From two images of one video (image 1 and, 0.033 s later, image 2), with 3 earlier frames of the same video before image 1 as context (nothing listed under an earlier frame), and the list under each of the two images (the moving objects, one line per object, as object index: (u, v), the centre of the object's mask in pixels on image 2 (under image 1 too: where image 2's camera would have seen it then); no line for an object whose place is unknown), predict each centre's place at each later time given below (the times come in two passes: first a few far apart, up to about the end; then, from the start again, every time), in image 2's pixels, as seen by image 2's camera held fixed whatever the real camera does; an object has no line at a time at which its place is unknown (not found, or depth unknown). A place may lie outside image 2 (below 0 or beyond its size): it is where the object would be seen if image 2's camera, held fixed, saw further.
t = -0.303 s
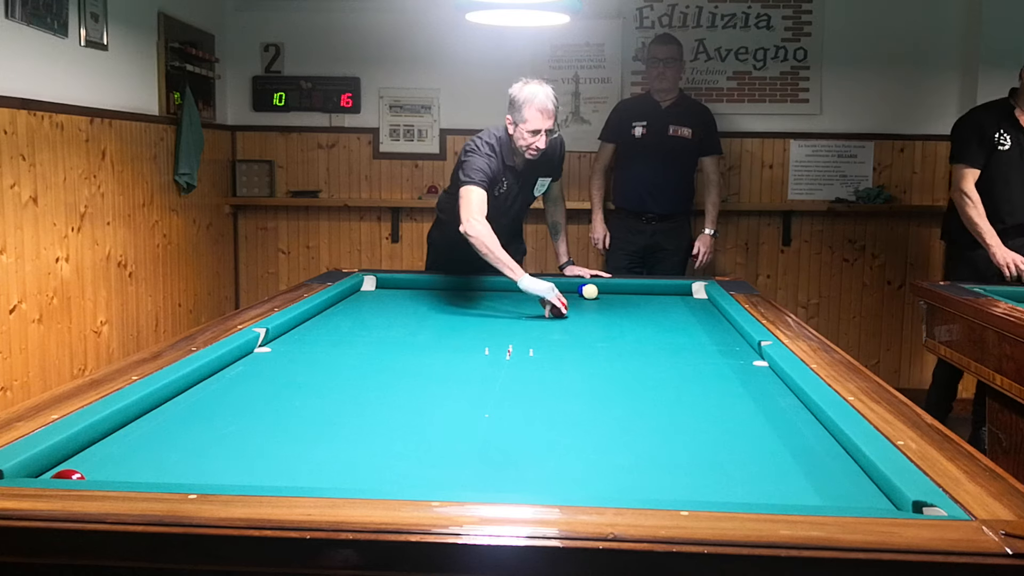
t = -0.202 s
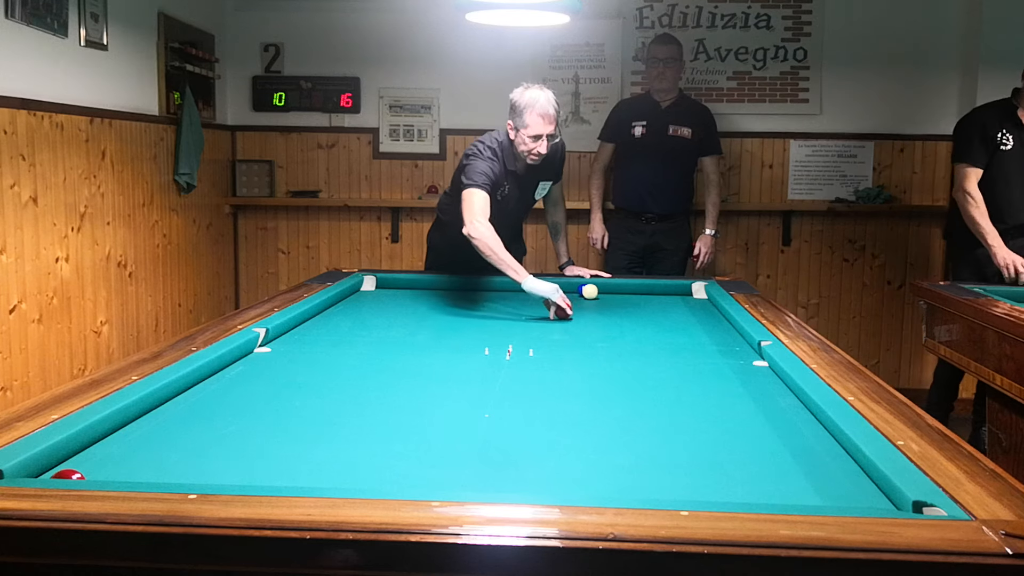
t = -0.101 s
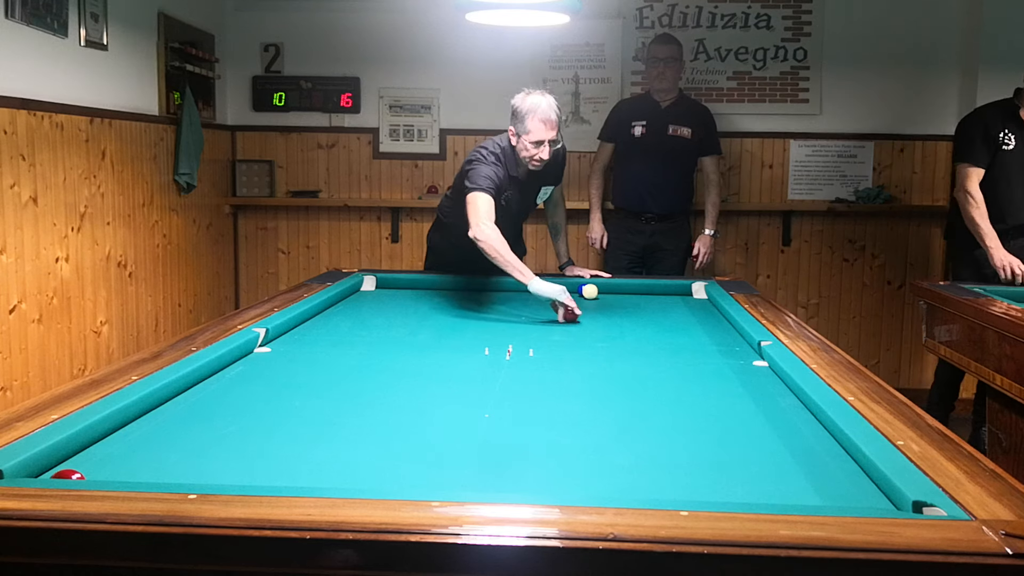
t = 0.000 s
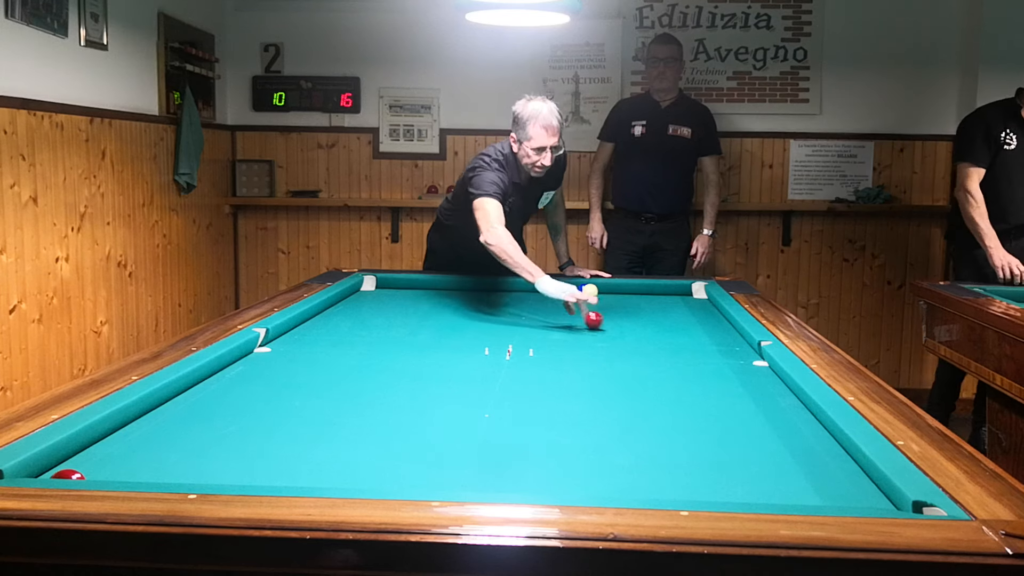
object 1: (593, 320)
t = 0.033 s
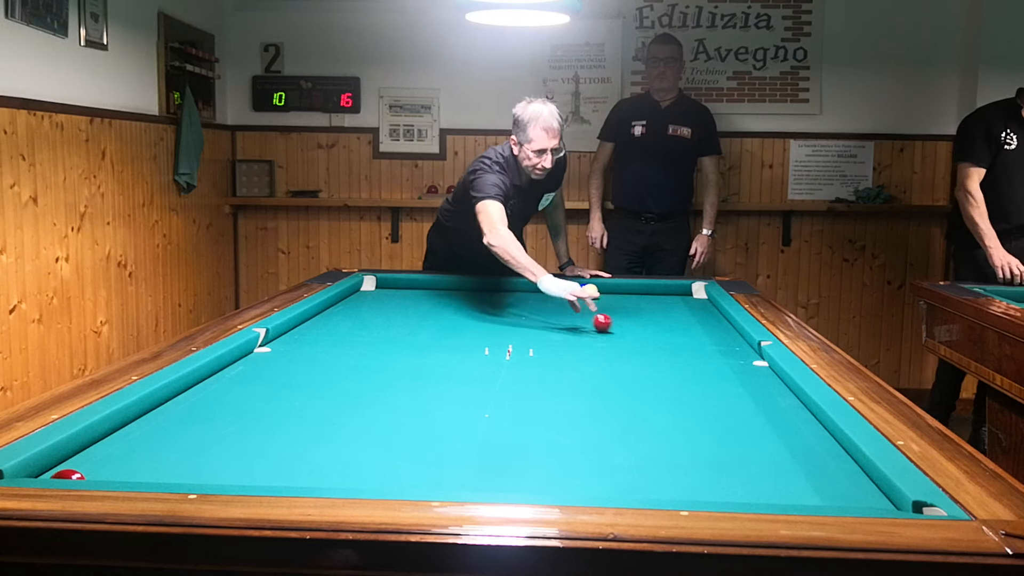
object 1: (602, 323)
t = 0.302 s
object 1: (679, 345)
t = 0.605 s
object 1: (757, 368)
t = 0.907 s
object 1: (722, 393)
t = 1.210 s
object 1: (687, 424)
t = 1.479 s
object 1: (648, 460)
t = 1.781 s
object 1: (587, 492)
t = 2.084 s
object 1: (492, 467)
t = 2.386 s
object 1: (417, 440)
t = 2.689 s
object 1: (355, 419)
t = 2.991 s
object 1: (302, 400)
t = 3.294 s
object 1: (257, 384)
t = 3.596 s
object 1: (222, 370)
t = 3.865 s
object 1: (268, 361)
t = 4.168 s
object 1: (311, 352)
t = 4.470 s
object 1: (350, 344)
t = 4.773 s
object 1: (383, 337)
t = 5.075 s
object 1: (414, 331)
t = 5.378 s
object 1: (441, 325)
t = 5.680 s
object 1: (465, 320)
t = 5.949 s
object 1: (484, 316)
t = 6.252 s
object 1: (505, 311)
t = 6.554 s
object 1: (523, 308)
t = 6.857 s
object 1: (539, 304)
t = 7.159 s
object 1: (555, 301)
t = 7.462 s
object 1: (569, 298)
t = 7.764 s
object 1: (582, 296)
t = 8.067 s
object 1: (595, 294)
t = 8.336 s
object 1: (605, 293)
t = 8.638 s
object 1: (616, 293)
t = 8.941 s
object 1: (626, 292)
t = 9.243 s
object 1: (635, 292)
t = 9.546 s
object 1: (643, 292)
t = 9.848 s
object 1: (650, 291)
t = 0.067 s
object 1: (611, 325)
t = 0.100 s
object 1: (621, 328)
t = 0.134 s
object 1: (630, 331)
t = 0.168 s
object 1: (640, 334)
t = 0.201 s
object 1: (649, 337)
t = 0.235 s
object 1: (659, 339)
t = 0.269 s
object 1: (669, 342)
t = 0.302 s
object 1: (679, 345)
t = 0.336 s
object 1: (689, 347)
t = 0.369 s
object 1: (699, 350)
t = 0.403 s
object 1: (709, 352)
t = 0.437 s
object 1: (720, 355)
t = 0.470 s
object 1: (730, 358)
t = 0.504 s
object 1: (740, 360)
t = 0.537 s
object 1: (751, 363)
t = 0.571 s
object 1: (761, 365)
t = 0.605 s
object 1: (757, 368)
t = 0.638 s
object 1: (752, 371)
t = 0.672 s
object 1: (747, 373)
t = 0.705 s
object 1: (743, 376)
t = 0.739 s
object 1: (739, 379)
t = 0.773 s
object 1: (736, 381)
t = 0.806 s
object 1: (733, 384)
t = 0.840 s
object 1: (729, 387)
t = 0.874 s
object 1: (726, 390)
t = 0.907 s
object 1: (722, 393)
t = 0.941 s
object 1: (719, 396)
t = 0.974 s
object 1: (715, 399)
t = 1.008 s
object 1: (712, 403)
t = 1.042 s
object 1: (708, 406)
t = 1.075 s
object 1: (704, 409)
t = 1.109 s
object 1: (700, 413)
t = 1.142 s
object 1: (696, 416)
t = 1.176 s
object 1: (691, 421)
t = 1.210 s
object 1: (687, 424)
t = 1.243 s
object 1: (683, 428)
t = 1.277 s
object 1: (678, 432)
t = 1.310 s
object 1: (673, 437)
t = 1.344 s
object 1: (669, 441)
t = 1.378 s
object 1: (663, 446)
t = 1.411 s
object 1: (658, 450)
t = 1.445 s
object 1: (653, 455)
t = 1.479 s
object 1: (648, 460)
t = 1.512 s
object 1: (642, 465)
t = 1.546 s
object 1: (636, 470)
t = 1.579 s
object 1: (630, 476)
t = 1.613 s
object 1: (623, 480)
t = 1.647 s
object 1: (617, 483)
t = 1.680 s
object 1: (610, 486)
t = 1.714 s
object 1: (603, 489)
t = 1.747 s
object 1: (596, 491)
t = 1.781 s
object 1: (587, 492)
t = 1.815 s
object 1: (575, 489)
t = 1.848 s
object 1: (563, 486)
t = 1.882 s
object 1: (552, 484)
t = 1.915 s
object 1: (541, 481)
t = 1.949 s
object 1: (531, 479)
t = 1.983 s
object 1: (521, 476)
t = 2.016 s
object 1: (511, 474)
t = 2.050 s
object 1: (501, 470)
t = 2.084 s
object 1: (492, 467)
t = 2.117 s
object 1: (483, 464)
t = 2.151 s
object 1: (474, 461)
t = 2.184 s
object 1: (465, 457)
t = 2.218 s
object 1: (457, 455)
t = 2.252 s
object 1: (448, 452)
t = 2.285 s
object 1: (440, 449)
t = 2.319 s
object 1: (432, 446)
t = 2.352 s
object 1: (424, 443)
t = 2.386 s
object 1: (417, 440)
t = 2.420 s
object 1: (409, 438)
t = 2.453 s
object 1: (402, 435)
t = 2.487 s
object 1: (395, 433)
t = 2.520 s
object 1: (388, 430)
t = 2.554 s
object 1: (381, 428)
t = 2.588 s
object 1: (374, 426)
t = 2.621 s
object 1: (367, 423)
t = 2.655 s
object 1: (361, 421)
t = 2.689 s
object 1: (355, 419)
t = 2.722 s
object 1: (348, 416)
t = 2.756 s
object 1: (342, 414)
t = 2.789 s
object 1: (336, 412)
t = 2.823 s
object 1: (330, 410)
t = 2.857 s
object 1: (324, 408)
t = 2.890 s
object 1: (319, 406)
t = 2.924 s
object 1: (313, 404)
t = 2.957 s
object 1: (307, 402)
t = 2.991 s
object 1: (302, 400)
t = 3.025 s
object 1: (297, 398)
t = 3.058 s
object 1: (292, 396)
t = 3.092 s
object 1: (286, 394)
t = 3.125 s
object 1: (281, 393)
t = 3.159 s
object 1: (277, 391)
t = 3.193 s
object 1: (271, 389)
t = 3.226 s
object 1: (267, 387)
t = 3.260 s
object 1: (262, 386)
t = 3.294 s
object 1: (257, 384)
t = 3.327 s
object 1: (253, 382)
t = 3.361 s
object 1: (248, 381)
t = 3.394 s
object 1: (244, 379)
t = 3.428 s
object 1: (239, 377)
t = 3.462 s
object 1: (235, 376)
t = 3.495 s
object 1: (231, 374)
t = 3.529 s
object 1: (227, 373)
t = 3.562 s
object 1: (223, 371)
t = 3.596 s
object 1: (222, 370)
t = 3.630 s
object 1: (229, 369)
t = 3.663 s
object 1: (235, 368)
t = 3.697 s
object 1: (241, 366)
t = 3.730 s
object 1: (247, 365)
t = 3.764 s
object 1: (252, 364)
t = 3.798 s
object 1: (258, 363)
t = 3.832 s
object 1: (263, 361)
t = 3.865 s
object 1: (268, 361)
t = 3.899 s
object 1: (274, 360)
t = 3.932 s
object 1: (278, 359)
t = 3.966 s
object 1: (283, 358)
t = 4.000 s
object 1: (288, 357)
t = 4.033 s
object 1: (293, 356)
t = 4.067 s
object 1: (298, 355)
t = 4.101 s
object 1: (302, 354)
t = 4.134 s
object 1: (307, 353)
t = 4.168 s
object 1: (311, 352)
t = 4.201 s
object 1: (316, 351)
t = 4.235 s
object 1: (321, 350)
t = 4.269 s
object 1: (325, 349)
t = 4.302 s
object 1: (329, 348)
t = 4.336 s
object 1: (334, 348)
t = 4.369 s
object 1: (338, 347)
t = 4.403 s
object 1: (341, 346)
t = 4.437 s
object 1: (346, 345)
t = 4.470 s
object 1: (350, 344)
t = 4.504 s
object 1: (354, 343)
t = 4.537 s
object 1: (358, 342)
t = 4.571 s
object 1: (361, 342)
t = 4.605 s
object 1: (365, 341)
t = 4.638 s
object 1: (369, 340)
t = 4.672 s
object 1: (373, 339)
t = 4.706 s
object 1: (376, 338)
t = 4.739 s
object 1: (380, 338)
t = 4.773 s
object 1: (383, 337)
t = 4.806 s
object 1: (387, 336)
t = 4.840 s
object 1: (391, 336)
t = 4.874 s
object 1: (394, 335)
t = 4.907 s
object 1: (397, 334)
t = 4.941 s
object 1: (401, 333)
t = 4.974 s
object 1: (404, 333)
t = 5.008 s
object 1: (407, 332)
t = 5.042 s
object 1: (411, 331)
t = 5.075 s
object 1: (414, 331)
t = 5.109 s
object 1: (417, 330)
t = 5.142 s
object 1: (420, 329)
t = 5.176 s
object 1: (423, 329)
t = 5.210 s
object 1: (426, 328)
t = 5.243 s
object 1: (429, 327)
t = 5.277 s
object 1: (432, 327)
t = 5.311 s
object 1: (435, 326)
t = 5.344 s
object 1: (438, 325)
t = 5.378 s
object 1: (441, 325)
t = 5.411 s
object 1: (443, 324)
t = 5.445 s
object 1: (446, 324)
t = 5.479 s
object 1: (449, 323)
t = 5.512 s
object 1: (452, 322)
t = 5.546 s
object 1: (454, 322)
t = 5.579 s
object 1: (457, 321)
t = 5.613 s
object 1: (460, 321)
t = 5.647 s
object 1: (462, 320)
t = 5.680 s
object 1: (465, 320)
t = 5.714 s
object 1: (467, 319)
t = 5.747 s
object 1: (470, 319)
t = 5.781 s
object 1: (472, 318)
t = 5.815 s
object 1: (475, 318)
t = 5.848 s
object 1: (477, 317)
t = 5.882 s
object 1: (480, 317)
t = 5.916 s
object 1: (482, 316)
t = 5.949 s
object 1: (484, 316)
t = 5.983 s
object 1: (487, 315)
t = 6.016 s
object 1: (489, 315)
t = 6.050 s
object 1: (491, 314)
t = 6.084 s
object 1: (494, 314)
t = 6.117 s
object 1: (496, 313)
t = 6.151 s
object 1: (498, 313)
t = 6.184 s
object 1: (500, 313)
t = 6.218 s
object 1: (502, 312)
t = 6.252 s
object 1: (505, 311)
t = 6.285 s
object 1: (507, 311)
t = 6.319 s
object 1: (509, 311)
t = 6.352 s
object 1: (511, 310)
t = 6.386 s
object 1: (513, 310)
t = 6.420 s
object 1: (515, 309)
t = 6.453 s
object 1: (517, 309)
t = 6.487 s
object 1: (519, 309)
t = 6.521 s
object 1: (521, 308)
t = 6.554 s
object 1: (523, 308)
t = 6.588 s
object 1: (525, 307)
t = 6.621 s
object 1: (527, 307)
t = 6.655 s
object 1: (529, 307)
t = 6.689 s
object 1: (530, 306)
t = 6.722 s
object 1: (532, 306)
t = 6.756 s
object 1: (534, 305)
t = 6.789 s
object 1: (536, 305)
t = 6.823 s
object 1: (538, 305)
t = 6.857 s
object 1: (539, 304)
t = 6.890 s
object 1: (541, 304)
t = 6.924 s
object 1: (543, 304)
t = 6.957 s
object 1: (545, 303)
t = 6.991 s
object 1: (546, 303)
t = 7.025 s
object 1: (548, 303)
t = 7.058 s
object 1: (550, 302)
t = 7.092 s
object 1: (551, 302)
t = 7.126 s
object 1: (553, 301)
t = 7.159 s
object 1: (555, 301)
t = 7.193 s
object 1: (556, 301)
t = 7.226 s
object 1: (558, 300)
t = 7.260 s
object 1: (560, 300)
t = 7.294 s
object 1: (561, 300)
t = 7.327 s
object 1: (563, 299)
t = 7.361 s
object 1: (564, 299)
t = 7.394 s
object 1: (566, 299)
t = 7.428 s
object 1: (567, 299)
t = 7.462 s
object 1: (569, 298)
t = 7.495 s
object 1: (570, 298)
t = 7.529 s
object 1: (572, 298)
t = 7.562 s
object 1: (573, 297)
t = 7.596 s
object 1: (575, 297)
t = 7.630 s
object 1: (576, 297)
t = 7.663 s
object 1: (577, 296)
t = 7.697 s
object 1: (579, 296)
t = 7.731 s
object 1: (580, 296)
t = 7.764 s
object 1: (582, 296)
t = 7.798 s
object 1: (583, 295)
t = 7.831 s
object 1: (584, 295)
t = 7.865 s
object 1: (586, 295)
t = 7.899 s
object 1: (587, 294)
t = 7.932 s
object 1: (588, 294)
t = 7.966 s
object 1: (590, 294)
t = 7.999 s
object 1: (591, 293)
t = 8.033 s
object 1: (593, 294)
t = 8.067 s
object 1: (595, 294)
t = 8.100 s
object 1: (596, 294)
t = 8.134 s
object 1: (597, 294)
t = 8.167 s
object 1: (599, 294)
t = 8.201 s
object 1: (600, 294)
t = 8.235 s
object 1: (601, 294)
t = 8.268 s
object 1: (603, 293)
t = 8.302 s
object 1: (604, 293)
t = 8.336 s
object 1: (605, 293)
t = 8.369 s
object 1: (606, 293)
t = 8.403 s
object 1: (608, 293)
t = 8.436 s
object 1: (609, 293)
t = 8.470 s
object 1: (610, 293)
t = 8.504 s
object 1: (611, 293)
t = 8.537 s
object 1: (612, 293)
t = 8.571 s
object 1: (614, 293)
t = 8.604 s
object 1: (615, 293)
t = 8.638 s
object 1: (616, 293)
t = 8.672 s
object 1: (617, 293)
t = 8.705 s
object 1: (618, 293)
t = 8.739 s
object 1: (620, 293)
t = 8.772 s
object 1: (621, 293)
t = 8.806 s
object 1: (622, 293)
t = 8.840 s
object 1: (623, 292)
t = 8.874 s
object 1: (624, 292)
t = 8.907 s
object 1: (625, 292)
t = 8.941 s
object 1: (626, 292)
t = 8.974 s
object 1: (627, 292)
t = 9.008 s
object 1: (628, 292)
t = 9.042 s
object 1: (629, 292)
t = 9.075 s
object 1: (630, 292)
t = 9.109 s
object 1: (631, 292)
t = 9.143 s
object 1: (632, 292)
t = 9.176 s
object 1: (633, 292)
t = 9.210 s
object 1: (634, 292)
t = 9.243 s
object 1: (635, 292)
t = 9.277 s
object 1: (636, 292)
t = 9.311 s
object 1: (637, 292)
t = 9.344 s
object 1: (638, 292)
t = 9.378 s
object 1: (639, 292)
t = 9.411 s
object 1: (640, 292)
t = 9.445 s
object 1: (640, 292)
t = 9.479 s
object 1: (641, 292)
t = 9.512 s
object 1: (642, 292)
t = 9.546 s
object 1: (643, 292)
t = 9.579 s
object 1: (644, 292)
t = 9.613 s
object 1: (645, 292)
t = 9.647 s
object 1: (646, 292)
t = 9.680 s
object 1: (646, 292)
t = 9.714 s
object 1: (647, 292)
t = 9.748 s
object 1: (648, 292)
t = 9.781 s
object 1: (648, 292)
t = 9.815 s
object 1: (649, 292)
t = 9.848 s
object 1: (650, 291)
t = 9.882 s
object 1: (651, 291)
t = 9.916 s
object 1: (652, 292)
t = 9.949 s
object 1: (652, 291)
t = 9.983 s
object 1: (653, 291)
